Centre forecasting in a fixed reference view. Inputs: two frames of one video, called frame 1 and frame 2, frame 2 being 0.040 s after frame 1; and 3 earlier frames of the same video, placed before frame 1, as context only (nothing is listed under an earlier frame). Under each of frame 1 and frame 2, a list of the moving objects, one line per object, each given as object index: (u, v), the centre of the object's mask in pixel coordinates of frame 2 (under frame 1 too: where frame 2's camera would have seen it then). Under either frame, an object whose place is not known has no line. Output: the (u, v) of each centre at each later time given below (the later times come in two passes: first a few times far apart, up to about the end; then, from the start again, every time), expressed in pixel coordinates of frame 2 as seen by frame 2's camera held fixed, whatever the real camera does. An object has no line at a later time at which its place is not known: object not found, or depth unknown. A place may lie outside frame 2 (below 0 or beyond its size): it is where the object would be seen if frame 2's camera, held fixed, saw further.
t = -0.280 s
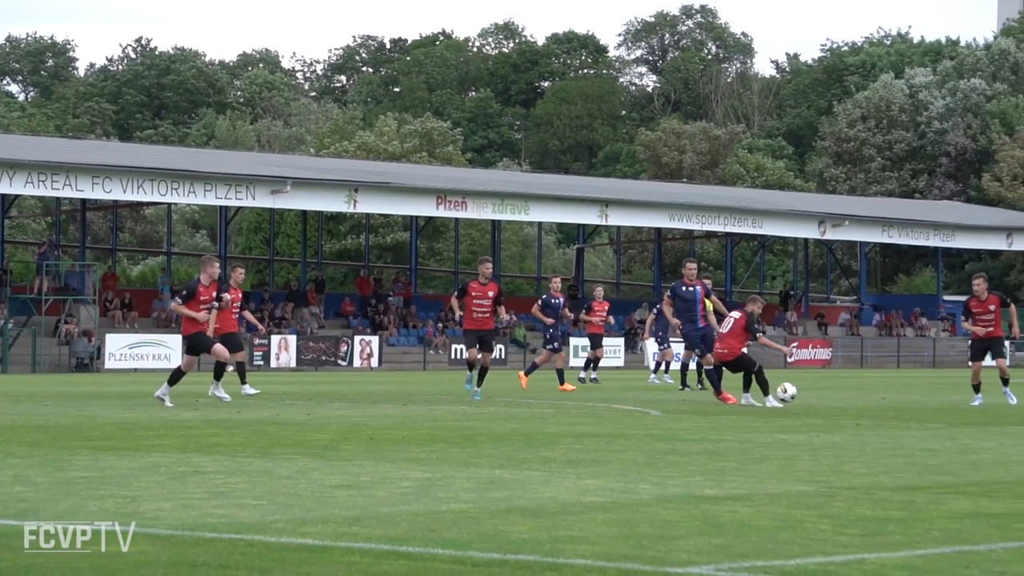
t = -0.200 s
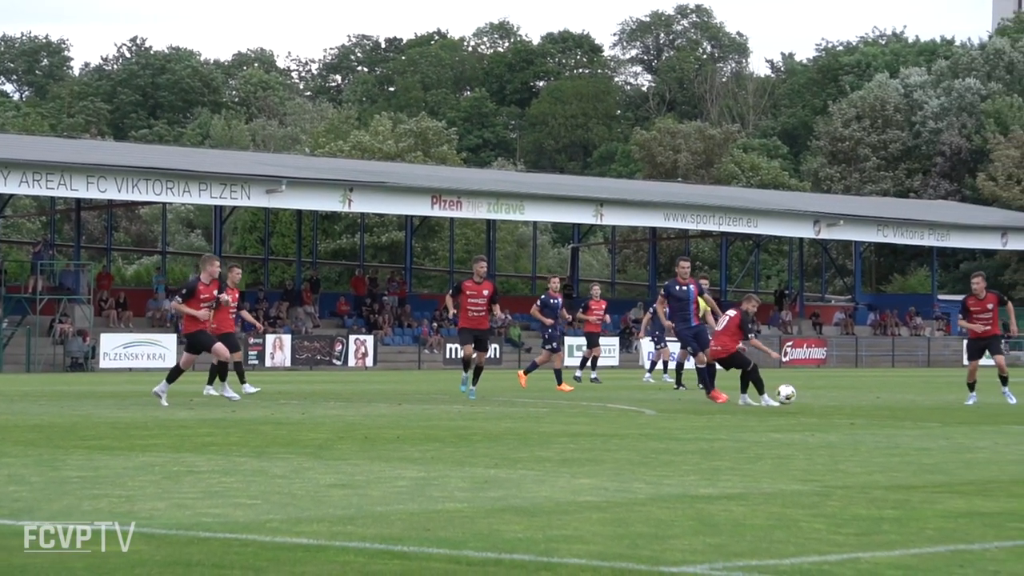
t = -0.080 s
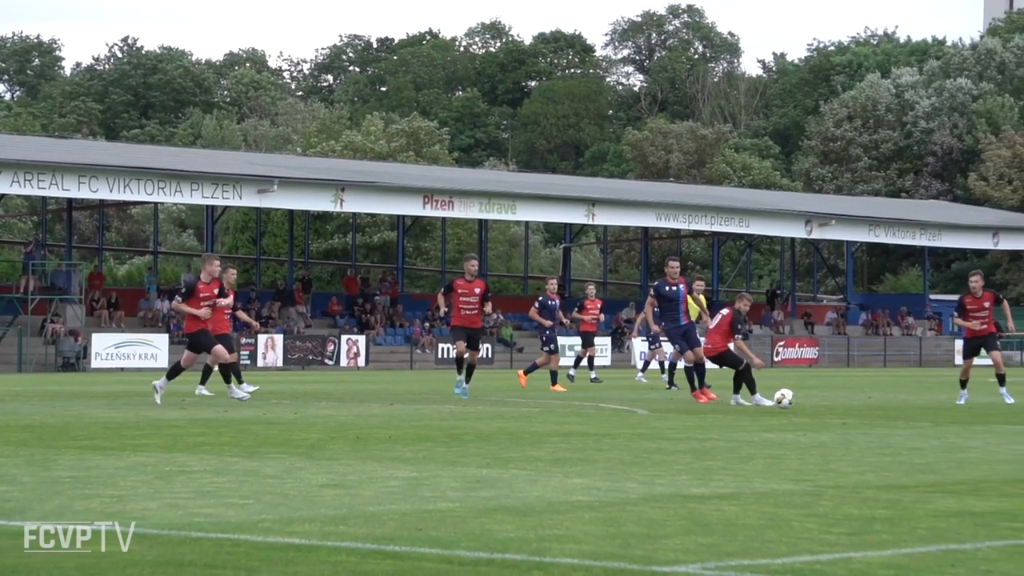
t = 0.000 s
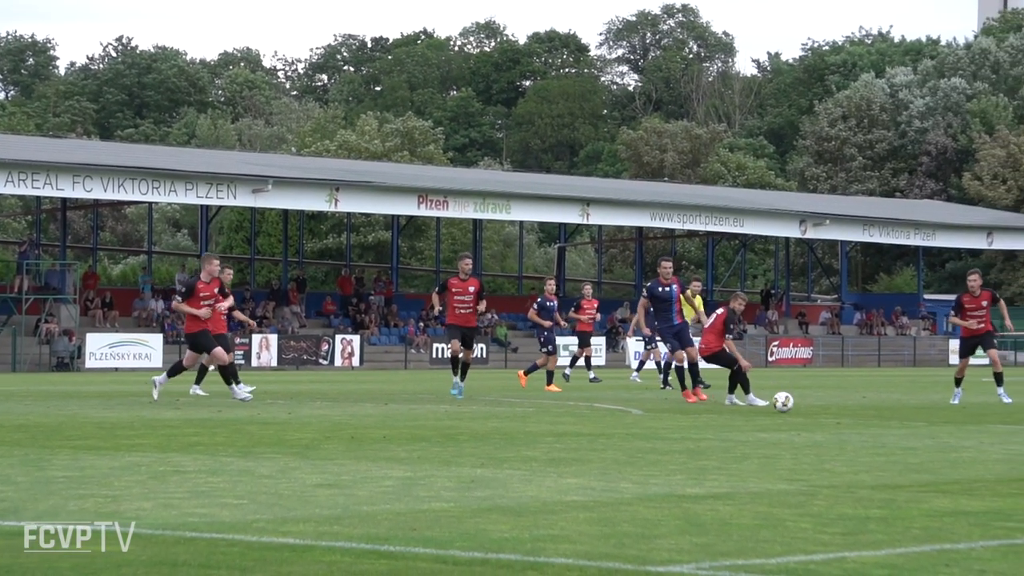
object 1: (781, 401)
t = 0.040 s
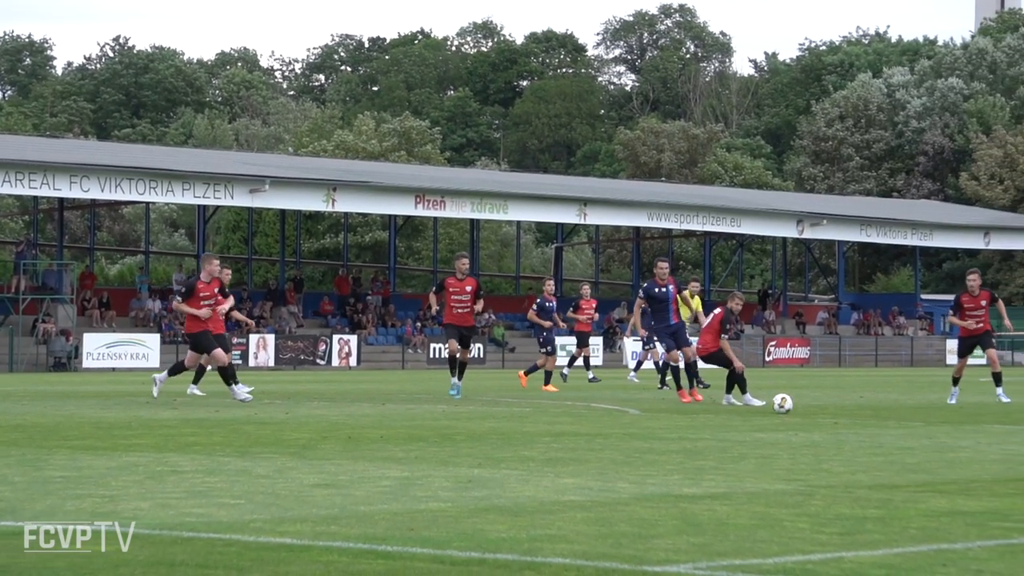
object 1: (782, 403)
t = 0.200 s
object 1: (789, 405)
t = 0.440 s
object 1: (797, 402)
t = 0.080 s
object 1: (784, 405)
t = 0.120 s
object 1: (786, 406)
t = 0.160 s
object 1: (787, 405)
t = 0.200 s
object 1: (789, 405)
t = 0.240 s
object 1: (790, 404)
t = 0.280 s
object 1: (792, 404)
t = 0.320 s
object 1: (793, 403)
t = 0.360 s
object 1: (795, 403)
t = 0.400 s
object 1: (797, 403)
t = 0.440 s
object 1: (797, 402)
